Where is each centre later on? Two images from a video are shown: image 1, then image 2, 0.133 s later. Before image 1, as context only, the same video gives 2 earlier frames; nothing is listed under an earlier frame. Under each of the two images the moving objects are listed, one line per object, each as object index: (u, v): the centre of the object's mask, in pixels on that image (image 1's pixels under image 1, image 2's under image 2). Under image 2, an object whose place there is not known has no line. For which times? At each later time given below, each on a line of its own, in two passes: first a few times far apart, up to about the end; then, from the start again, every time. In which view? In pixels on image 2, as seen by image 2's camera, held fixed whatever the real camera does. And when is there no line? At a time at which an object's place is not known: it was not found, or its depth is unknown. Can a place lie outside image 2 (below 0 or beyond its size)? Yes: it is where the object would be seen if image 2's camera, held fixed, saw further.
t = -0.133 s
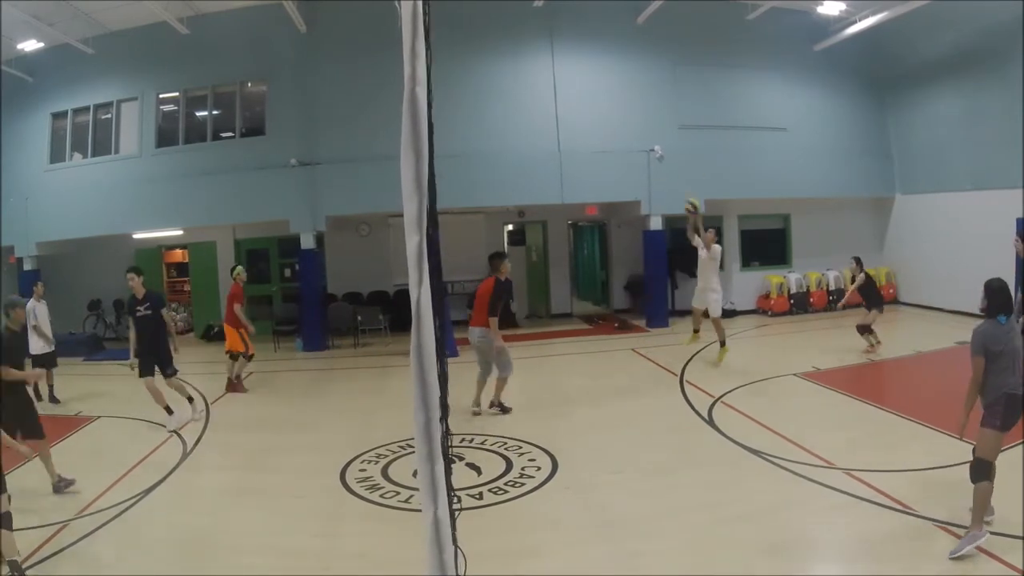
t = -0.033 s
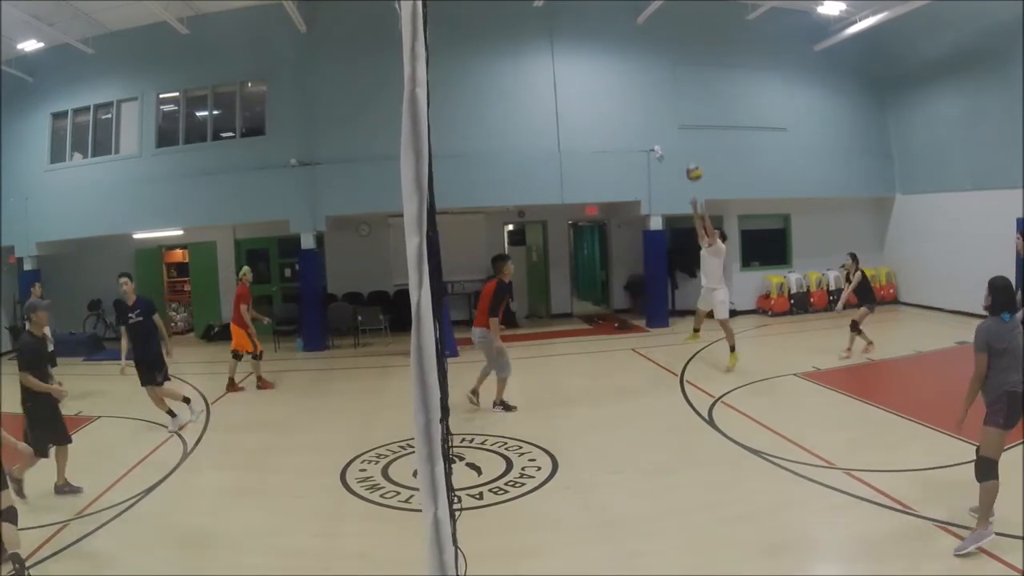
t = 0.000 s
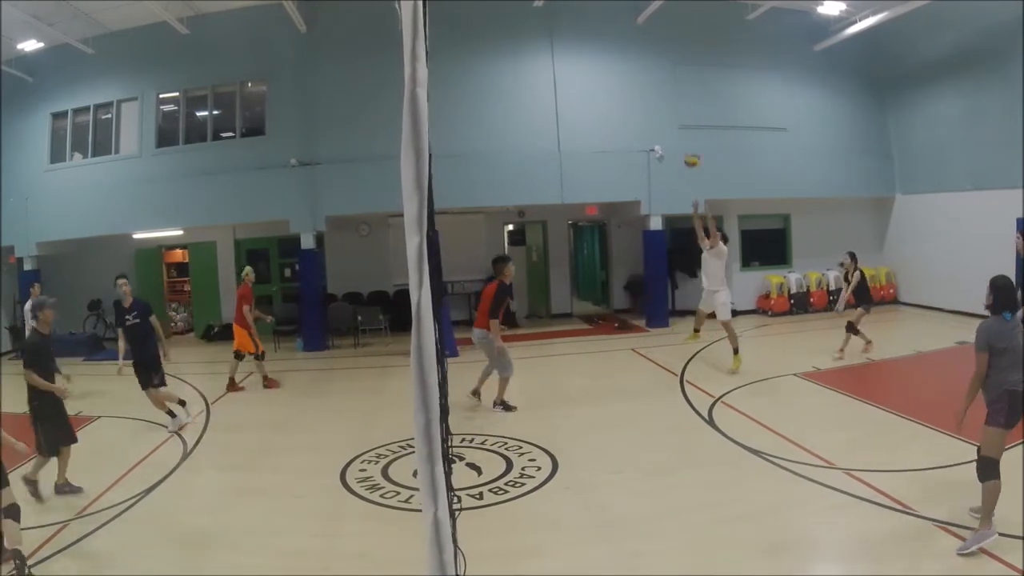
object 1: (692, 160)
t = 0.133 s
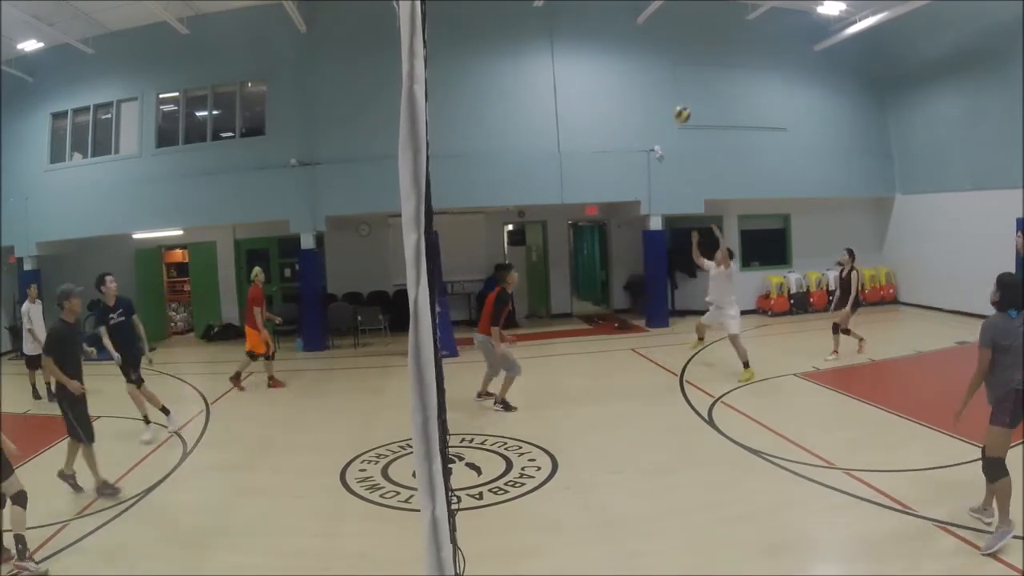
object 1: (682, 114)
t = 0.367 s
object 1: (665, 66)
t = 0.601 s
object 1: (651, 59)
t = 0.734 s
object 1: (644, 75)
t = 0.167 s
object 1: (679, 105)
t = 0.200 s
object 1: (677, 97)
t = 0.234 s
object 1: (674, 89)
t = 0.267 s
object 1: (672, 81)
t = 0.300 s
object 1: (669, 76)
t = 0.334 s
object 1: (667, 70)
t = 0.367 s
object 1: (665, 66)
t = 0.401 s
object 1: (663, 62)
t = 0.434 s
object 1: (660, 59)
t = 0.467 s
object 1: (659, 59)
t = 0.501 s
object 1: (656, 57)
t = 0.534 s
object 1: (655, 57)
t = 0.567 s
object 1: (652, 57)
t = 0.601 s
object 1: (651, 59)
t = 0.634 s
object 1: (649, 61)
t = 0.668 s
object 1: (647, 65)
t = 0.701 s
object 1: (645, 70)
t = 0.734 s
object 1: (644, 75)
